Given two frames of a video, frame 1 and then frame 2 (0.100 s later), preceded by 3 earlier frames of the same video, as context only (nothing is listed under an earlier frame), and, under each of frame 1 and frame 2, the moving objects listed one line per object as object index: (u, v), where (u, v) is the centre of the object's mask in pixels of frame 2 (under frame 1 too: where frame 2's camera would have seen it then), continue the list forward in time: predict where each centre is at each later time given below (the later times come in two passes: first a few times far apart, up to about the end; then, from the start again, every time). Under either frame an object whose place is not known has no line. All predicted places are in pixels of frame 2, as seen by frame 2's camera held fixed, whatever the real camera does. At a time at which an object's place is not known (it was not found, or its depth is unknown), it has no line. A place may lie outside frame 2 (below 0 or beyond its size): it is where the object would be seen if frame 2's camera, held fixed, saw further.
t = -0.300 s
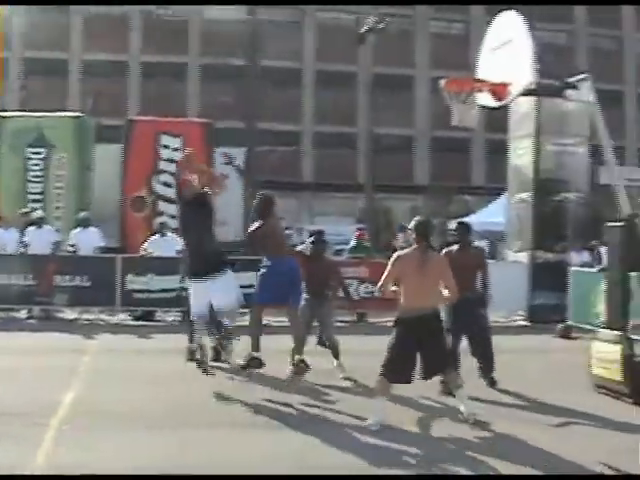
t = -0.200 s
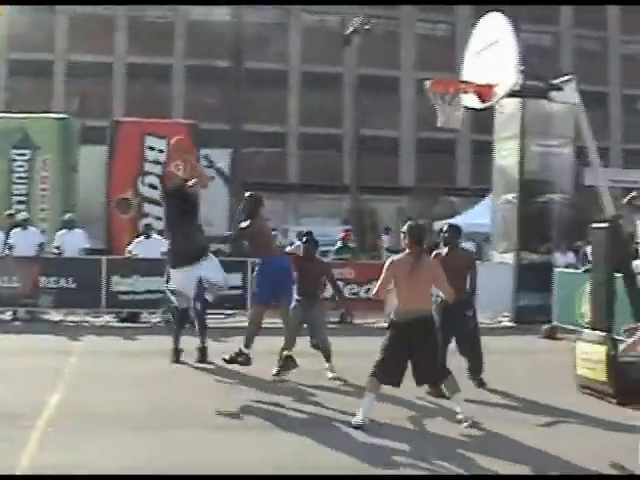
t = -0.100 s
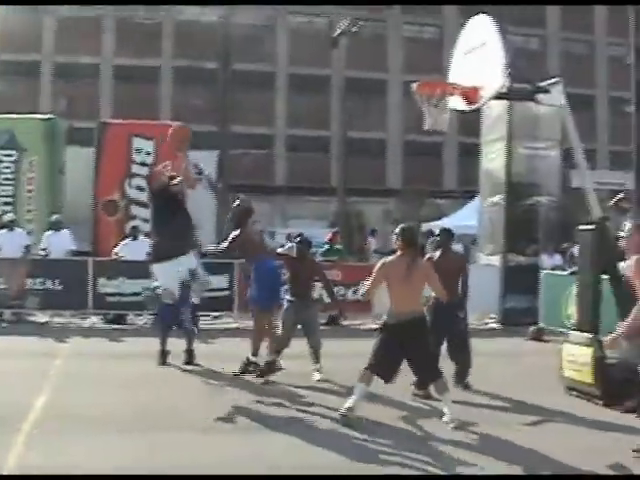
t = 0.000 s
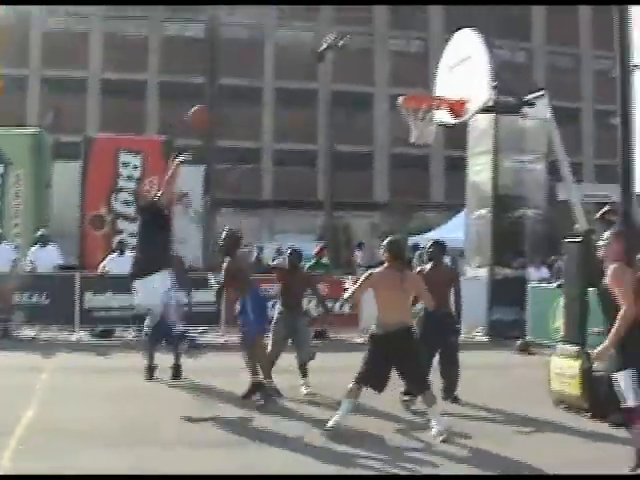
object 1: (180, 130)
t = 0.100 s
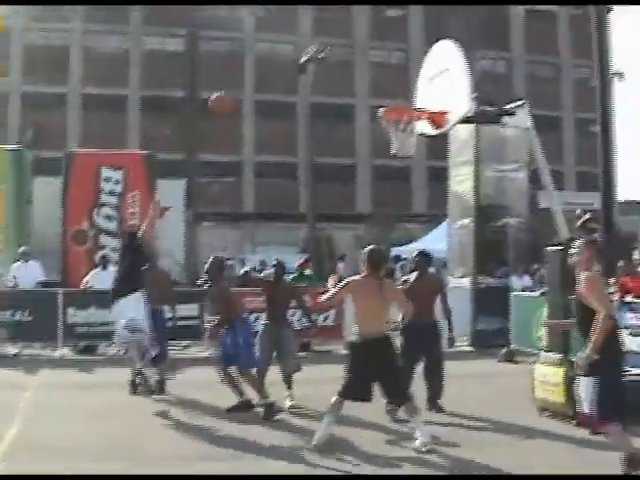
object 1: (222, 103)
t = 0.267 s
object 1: (290, 77)
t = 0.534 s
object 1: (408, 92)
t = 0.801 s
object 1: (421, 58)
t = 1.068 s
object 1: (392, 82)
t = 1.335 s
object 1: (395, 81)
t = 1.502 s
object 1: (398, 97)
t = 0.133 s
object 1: (234, 96)
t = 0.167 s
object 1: (247, 87)
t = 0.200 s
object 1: (262, 84)
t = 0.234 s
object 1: (276, 79)
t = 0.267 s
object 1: (290, 77)
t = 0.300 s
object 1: (306, 76)
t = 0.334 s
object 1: (319, 75)
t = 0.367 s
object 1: (334, 75)
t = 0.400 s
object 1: (346, 76)
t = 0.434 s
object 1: (361, 74)
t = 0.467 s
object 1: (378, 82)
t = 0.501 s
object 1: (392, 87)
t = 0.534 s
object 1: (408, 92)
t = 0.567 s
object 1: (417, 92)
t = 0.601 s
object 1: (423, 83)
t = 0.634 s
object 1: (428, 77)
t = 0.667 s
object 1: (433, 71)
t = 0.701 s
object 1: (434, 67)
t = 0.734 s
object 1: (430, 62)
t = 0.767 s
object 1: (426, 59)
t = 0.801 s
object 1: (421, 58)
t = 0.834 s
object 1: (418, 57)
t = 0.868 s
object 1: (411, 57)
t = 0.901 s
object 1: (409, 58)
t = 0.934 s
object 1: (405, 59)
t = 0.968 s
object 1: (399, 65)
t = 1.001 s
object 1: (397, 71)
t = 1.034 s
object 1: (394, 78)
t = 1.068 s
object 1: (392, 82)
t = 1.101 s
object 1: (392, 91)
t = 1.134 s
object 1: (390, 94)
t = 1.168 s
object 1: (392, 89)
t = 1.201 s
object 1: (392, 85)
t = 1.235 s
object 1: (393, 82)
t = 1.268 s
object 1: (395, 81)
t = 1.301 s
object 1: (393, 80)
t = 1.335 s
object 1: (395, 81)
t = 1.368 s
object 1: (394, 81)
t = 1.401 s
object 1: (397, 83)
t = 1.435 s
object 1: (396, 87)
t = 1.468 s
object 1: (397, 92)
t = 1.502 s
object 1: (398, 97)
